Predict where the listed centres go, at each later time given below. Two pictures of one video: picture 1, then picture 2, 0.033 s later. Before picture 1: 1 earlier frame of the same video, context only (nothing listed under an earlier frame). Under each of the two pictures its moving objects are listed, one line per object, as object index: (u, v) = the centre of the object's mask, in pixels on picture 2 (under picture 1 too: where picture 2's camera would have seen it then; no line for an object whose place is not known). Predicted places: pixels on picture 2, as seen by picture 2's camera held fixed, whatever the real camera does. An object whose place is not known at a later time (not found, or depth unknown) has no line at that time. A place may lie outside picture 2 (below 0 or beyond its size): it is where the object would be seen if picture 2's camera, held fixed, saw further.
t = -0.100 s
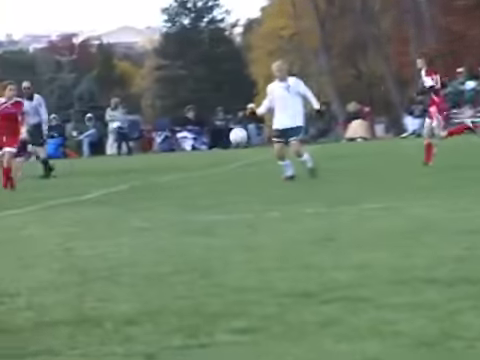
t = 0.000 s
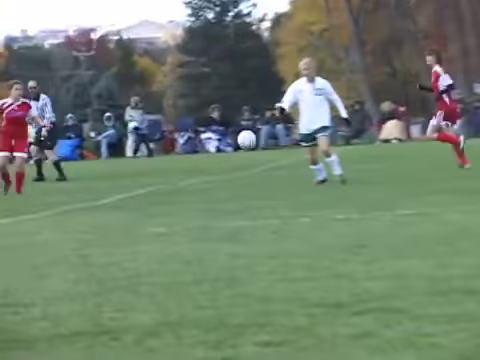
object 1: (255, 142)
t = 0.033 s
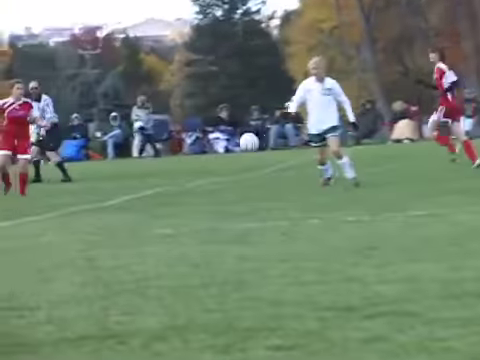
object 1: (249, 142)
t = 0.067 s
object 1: (245, 141)
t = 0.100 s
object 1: (239, 146)
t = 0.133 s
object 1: (234, 149)
